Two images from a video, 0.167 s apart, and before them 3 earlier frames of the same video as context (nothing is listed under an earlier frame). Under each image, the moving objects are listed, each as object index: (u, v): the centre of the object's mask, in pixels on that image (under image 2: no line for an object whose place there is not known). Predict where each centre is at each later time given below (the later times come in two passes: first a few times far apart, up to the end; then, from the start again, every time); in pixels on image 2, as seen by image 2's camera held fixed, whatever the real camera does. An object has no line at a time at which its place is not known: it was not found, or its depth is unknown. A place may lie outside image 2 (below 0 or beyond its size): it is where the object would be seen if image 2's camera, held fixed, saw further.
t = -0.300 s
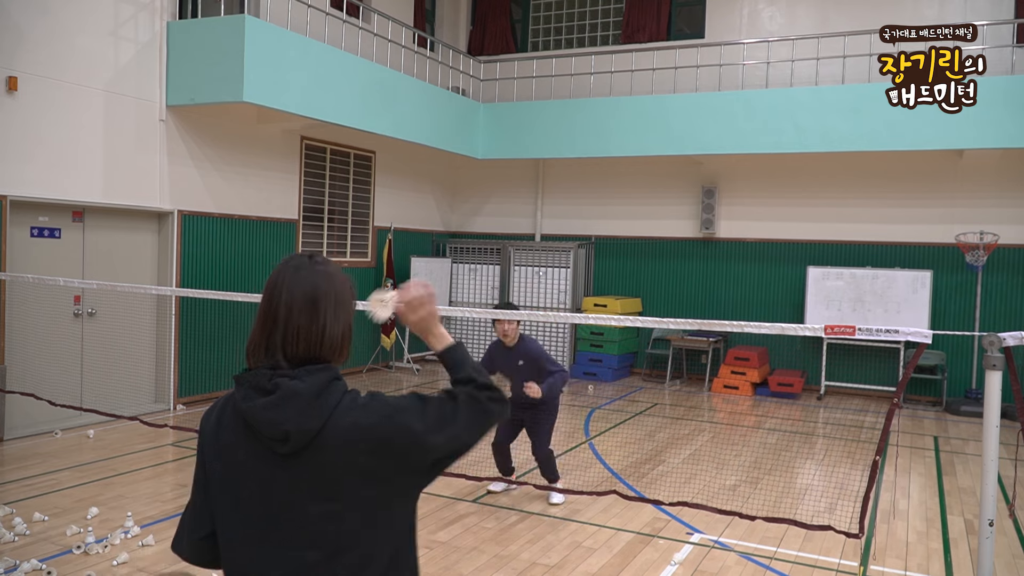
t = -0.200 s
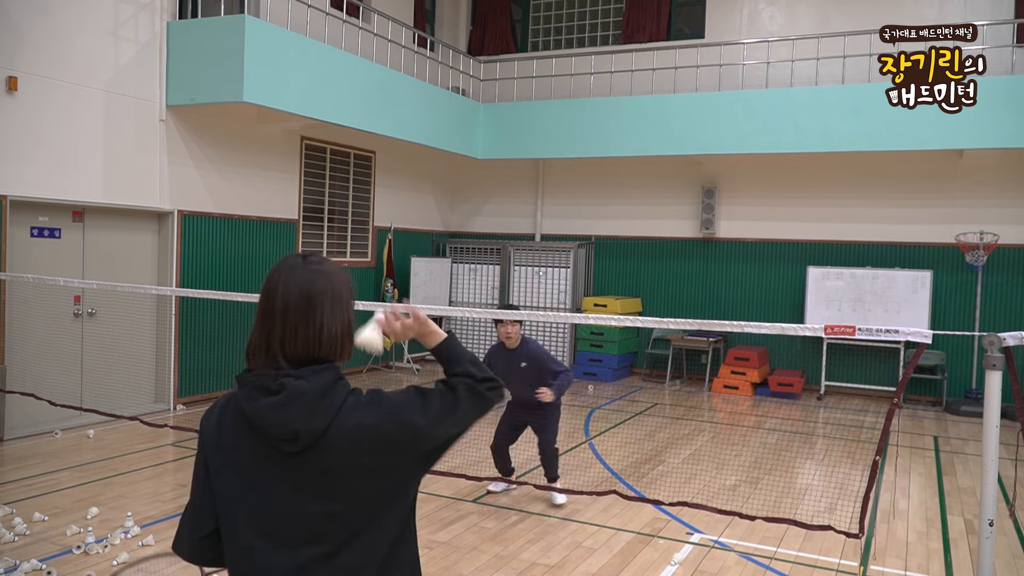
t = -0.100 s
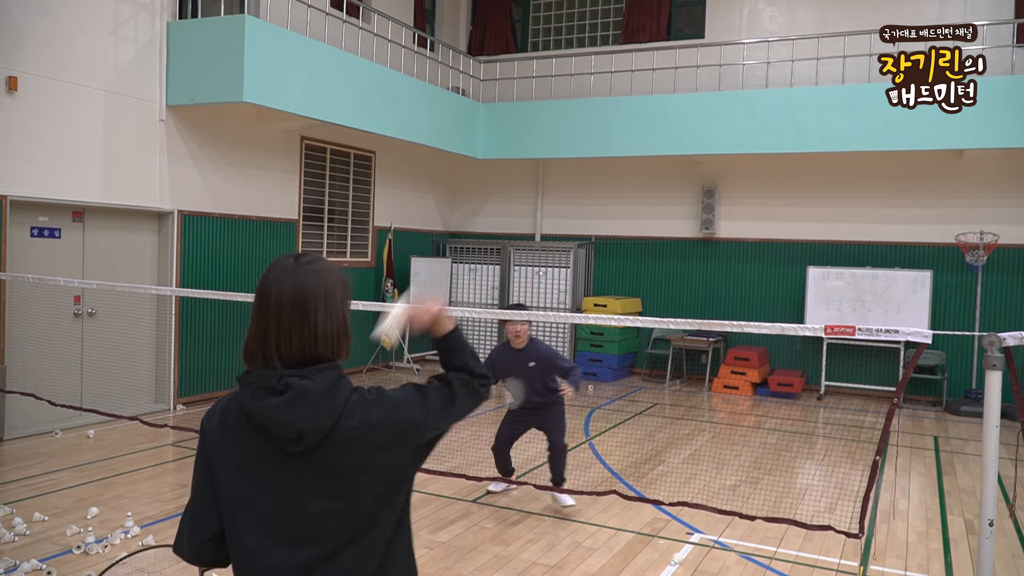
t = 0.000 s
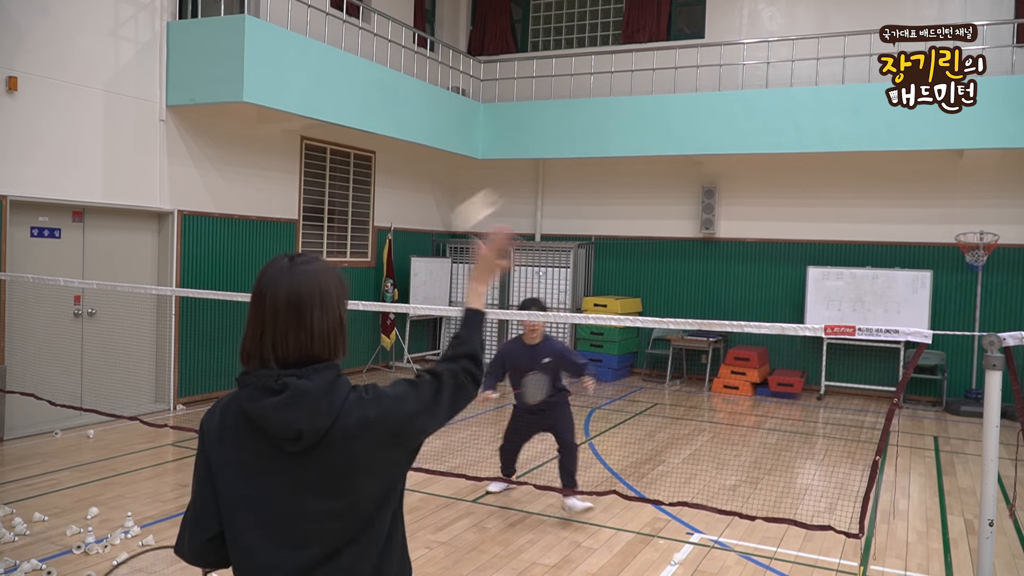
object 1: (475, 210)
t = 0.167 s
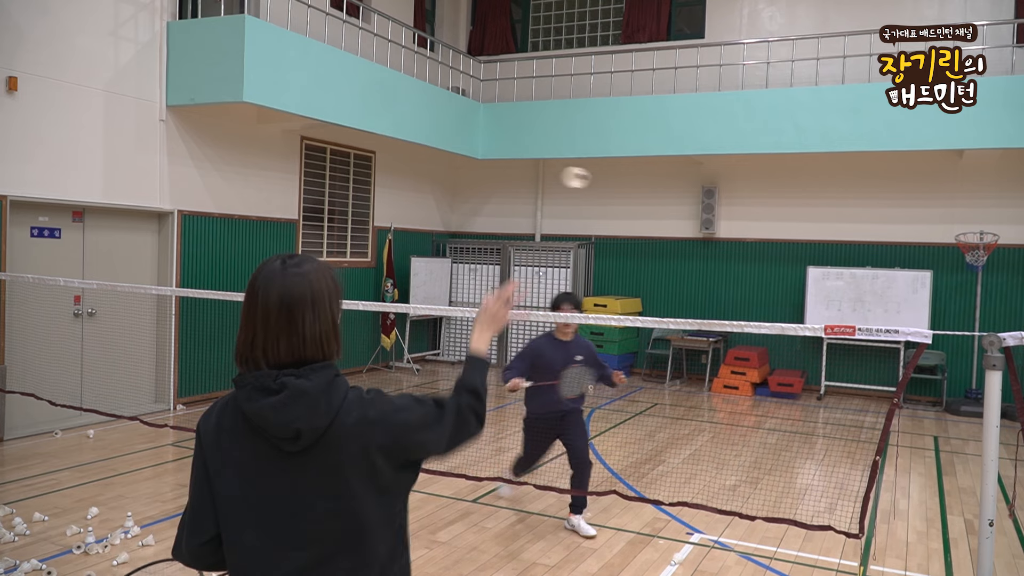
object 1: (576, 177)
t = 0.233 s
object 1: (599, 185)
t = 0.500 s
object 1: (659, 296)
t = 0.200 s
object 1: (588, 180)
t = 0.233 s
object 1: (599, 185)
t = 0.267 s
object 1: (609, 192)
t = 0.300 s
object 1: (618, 201)
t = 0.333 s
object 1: (626, 213)
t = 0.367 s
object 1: (635, 228)
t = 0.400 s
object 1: (642, 244)
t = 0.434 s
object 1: (648, 260)
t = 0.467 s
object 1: (654, 277)
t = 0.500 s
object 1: (659, 296)
